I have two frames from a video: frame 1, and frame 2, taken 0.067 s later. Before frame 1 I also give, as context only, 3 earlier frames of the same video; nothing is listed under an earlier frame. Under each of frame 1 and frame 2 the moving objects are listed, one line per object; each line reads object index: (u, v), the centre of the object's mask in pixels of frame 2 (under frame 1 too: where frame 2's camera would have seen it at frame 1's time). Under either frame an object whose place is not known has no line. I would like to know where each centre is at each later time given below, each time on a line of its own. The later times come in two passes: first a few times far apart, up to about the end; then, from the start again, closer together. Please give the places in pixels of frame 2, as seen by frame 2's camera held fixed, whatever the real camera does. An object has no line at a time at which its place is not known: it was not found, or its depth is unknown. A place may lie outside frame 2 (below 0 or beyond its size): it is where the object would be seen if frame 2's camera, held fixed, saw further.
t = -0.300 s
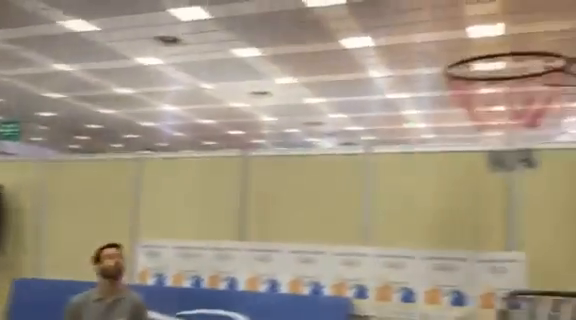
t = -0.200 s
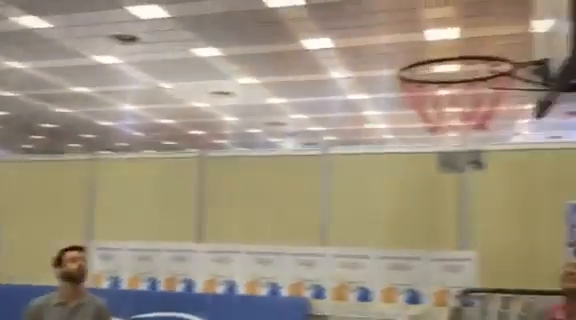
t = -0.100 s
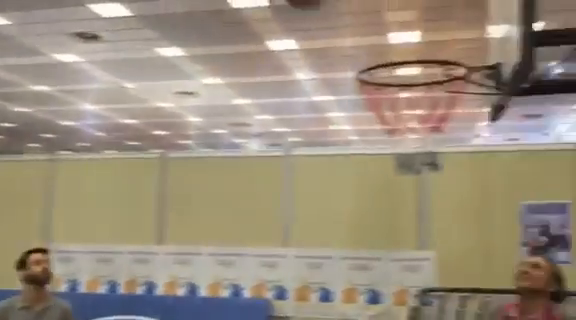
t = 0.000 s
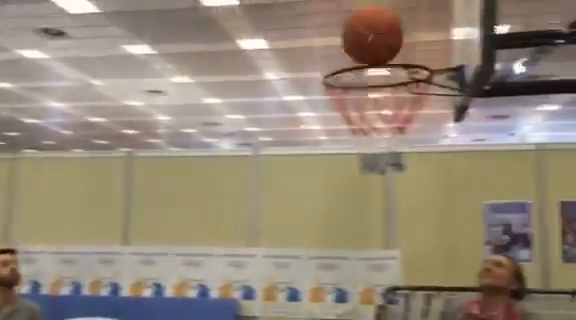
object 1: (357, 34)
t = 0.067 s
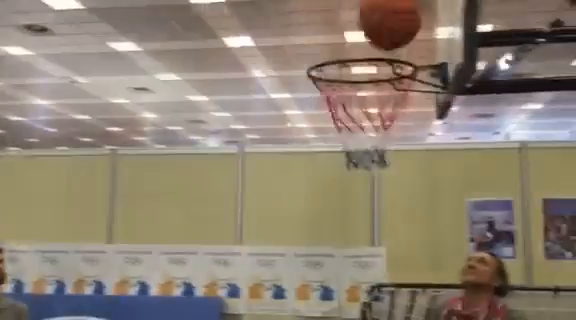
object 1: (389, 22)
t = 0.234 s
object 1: (383, 19)
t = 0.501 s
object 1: (302, 48)
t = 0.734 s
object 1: (236, 205)
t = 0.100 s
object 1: (405, 21)
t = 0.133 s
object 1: (421, 20)
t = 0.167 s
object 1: (409, 19)
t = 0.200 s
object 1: (397, 18)
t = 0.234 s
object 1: (383, 19)
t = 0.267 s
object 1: (370, 21)
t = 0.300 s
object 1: (356, 24)
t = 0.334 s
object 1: (343, 30)
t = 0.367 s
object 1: (335, 31)
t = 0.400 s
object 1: (327, 32)
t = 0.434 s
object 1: (319, 34)
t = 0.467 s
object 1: (311, 39)
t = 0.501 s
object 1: (302, 48)
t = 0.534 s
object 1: (294, 59)
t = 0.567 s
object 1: (285, 74)
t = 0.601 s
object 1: (276, 93)
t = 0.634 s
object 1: (266, 115)
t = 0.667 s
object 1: (257, 141)
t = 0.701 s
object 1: (246, 171)
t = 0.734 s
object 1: (236, 205)
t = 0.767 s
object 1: (226, 240)
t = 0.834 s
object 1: (208, 307)
